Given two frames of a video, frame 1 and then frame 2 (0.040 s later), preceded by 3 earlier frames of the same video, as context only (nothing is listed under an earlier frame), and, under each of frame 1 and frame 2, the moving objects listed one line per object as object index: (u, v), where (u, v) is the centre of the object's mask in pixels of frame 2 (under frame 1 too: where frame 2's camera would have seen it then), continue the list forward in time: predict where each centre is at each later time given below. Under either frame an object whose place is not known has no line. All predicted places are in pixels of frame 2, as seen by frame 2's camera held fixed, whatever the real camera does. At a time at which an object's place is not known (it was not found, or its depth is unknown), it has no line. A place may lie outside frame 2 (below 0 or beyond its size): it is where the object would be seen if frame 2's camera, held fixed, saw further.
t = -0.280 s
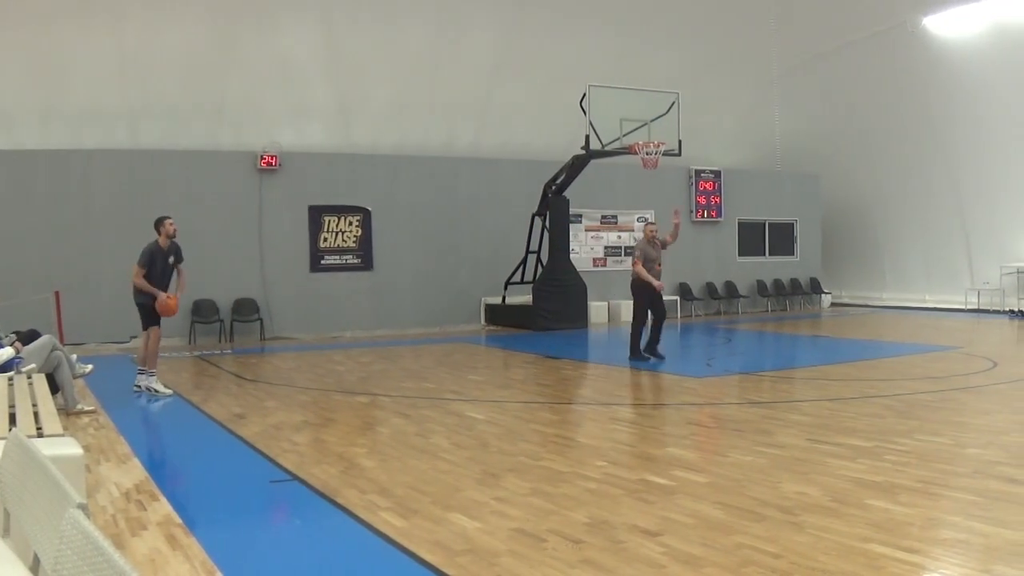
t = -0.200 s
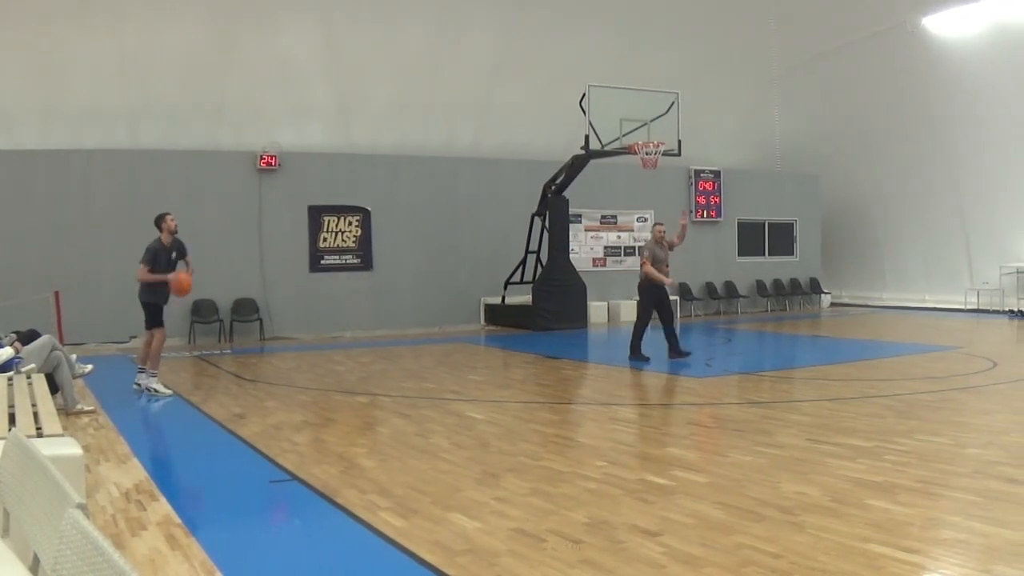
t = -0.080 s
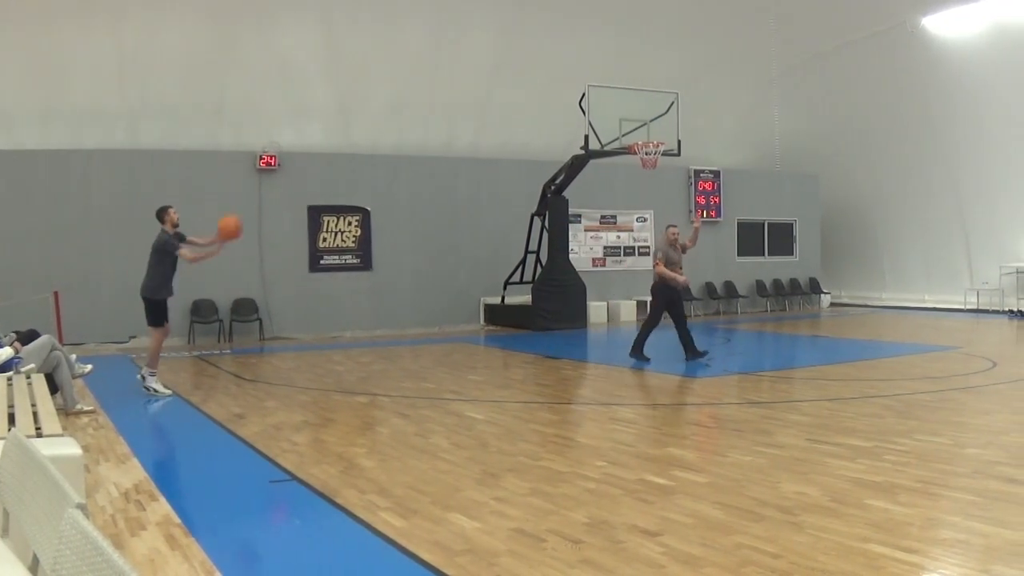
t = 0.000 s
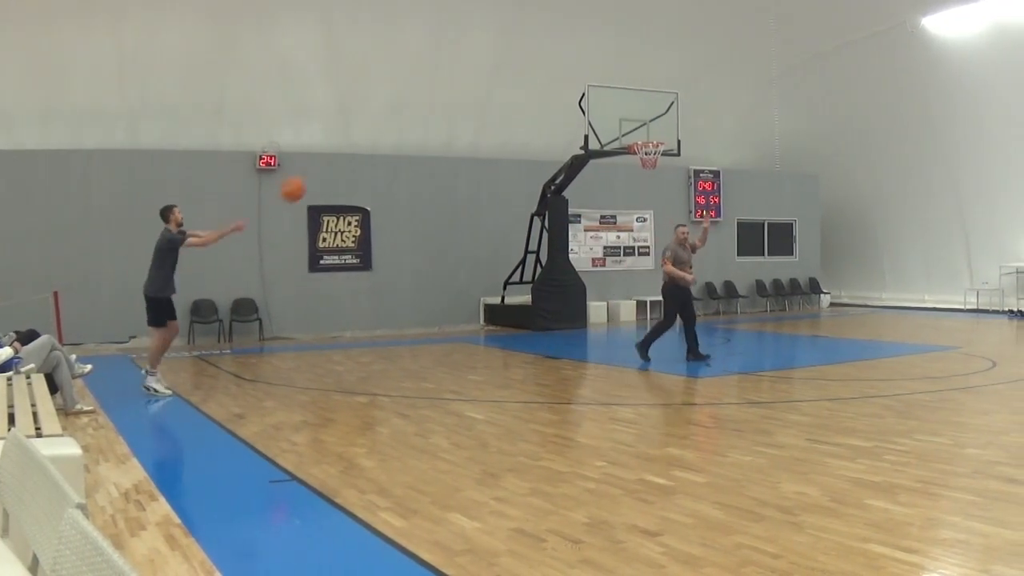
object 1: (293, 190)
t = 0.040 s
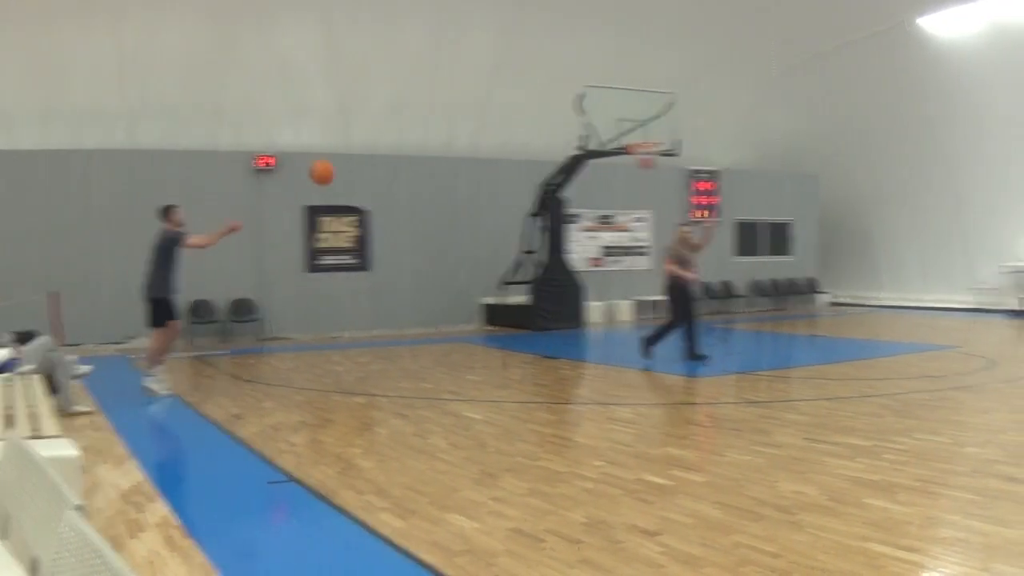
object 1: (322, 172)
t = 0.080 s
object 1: (357, 157)
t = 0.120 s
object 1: (386, 143)
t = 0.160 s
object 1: (417, 130)
